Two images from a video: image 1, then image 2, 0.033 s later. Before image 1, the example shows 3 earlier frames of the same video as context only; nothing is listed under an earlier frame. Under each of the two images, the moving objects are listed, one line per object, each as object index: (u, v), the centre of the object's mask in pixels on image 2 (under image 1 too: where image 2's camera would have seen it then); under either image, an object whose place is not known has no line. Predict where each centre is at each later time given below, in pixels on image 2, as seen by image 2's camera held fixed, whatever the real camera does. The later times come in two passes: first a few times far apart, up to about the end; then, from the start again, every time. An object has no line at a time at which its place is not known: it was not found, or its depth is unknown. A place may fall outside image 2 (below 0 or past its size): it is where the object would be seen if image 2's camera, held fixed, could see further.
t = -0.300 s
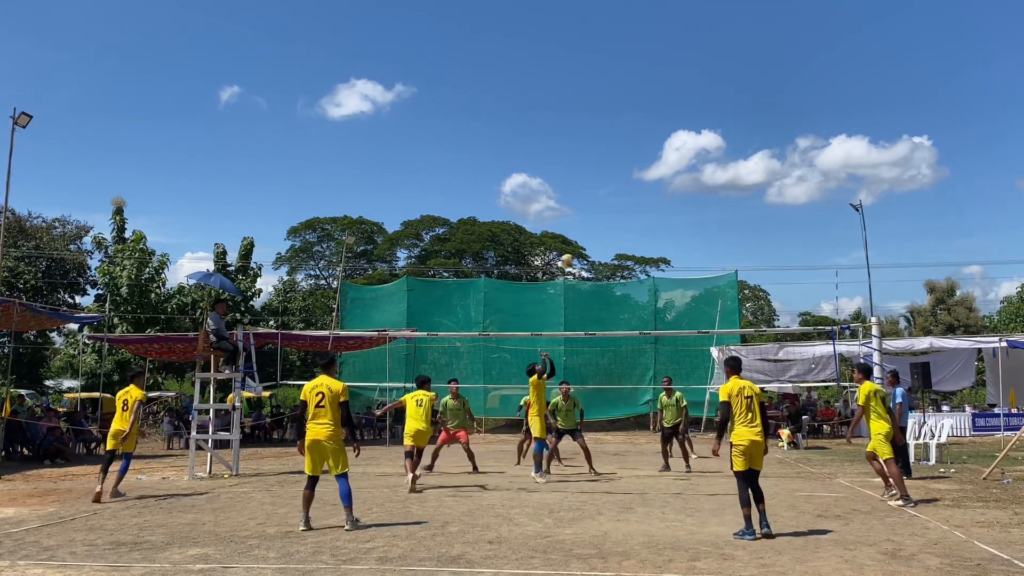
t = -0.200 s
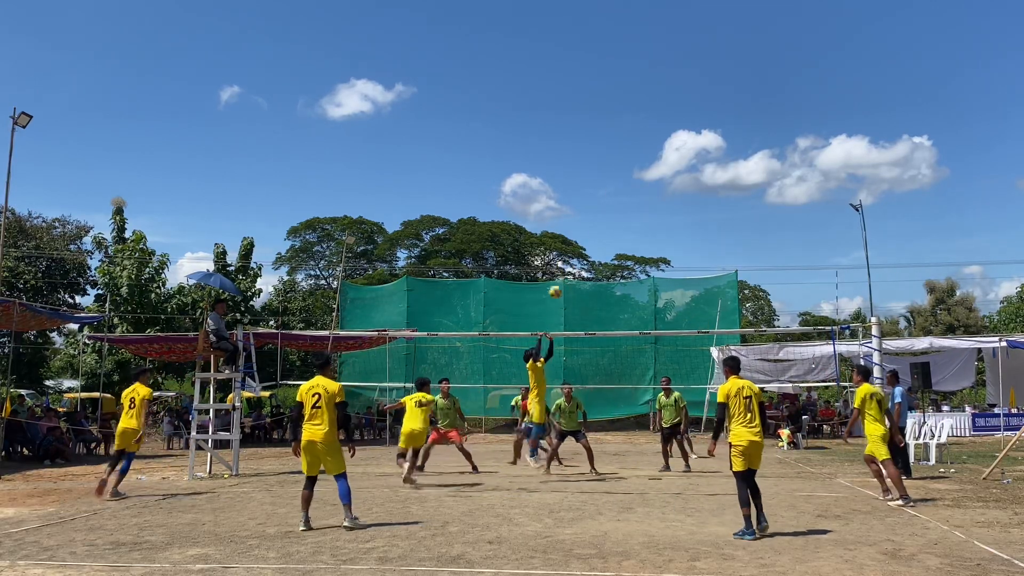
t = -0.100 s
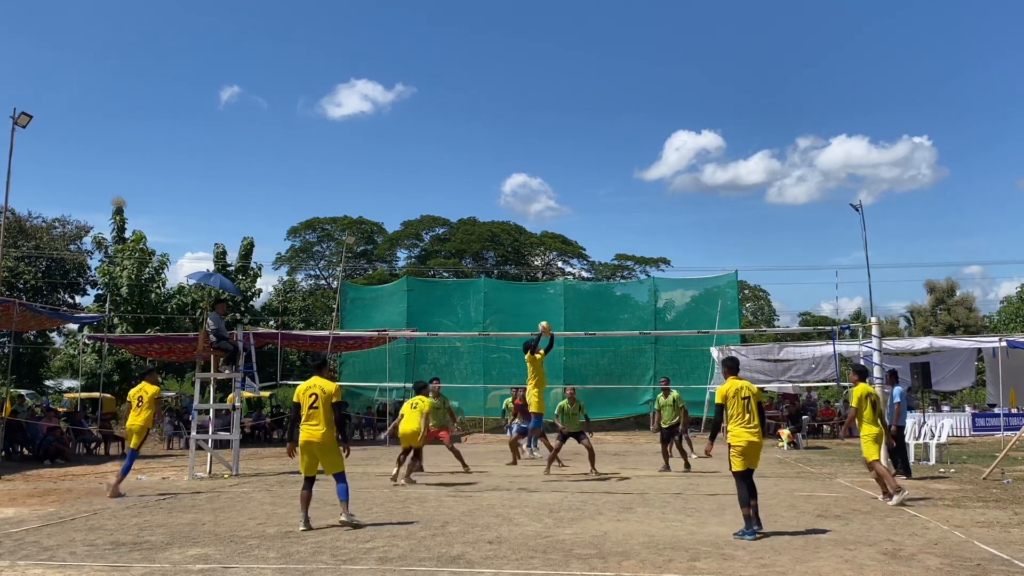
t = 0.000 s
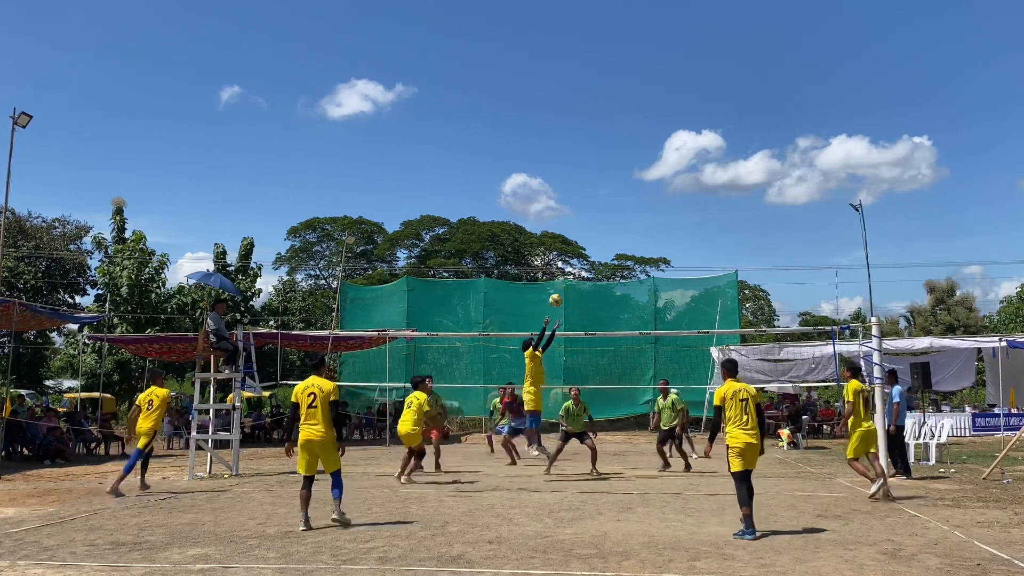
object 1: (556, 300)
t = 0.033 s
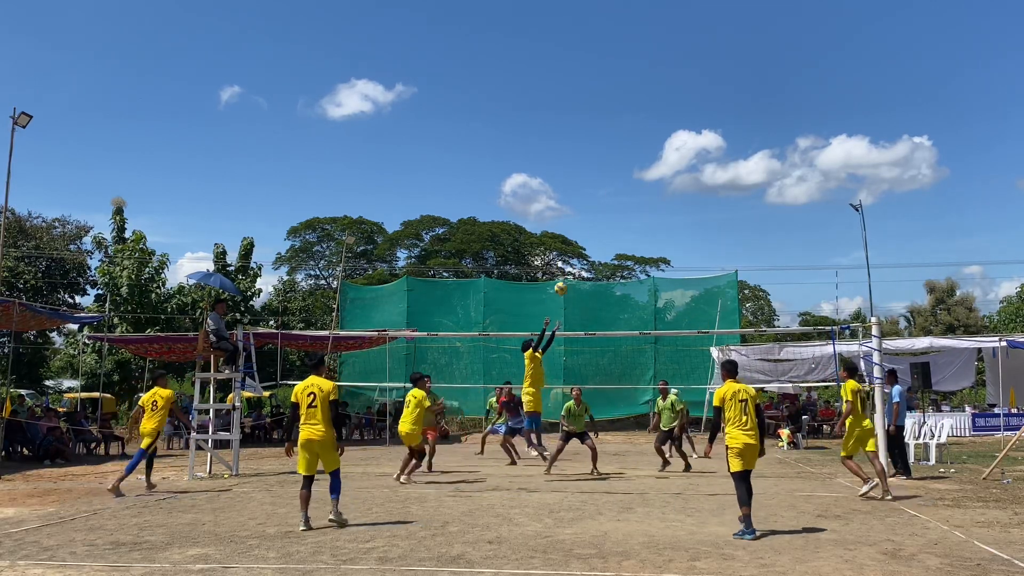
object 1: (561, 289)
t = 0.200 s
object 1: (587, 241)
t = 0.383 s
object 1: (615, 207)
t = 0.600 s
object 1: (649, 194)
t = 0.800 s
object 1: (680, 206)
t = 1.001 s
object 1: (711, 243)
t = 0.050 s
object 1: (563, 283)
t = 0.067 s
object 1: (566, 278)
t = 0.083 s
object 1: (568, 271)
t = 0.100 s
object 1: (571, 268)
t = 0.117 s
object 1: (574, 262)
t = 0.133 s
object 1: (576, 258)
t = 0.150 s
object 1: (579, 253)
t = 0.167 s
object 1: (581, 249)
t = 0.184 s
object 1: (584, 245)
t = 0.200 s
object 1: (587, 241)
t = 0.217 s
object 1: (589, 237)
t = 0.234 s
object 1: (592, 233)
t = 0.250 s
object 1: (594, 229)
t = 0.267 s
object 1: (597, 226)
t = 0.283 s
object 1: (600, 223)
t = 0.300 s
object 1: (602, 220)
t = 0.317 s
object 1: (605, 217)
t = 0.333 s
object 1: (607, 214)
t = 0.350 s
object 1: (610, 212)
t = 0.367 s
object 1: (613, 209)
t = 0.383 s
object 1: (615, 207)
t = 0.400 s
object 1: (618, 205)
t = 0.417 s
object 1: (620, 203)
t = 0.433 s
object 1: (623, 201)
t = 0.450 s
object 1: (625, 200)
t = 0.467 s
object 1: (628, 199)
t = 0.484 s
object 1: (631, 198)
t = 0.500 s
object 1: (633, 196)
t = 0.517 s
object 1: (636, 196)
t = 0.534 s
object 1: (638, 195)
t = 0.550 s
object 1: (641, 194)
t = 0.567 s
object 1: (644, 194)
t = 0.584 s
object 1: (646, 194)
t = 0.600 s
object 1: (649, 194)
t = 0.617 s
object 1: (651, 194)
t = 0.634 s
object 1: (654, 194)
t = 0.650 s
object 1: (656, 195)
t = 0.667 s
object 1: (659, 195)
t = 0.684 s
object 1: (662, 196)
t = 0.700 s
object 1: (664, 197)
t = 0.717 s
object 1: (667, 198)
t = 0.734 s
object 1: (670, 200)
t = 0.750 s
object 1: (672, 201)
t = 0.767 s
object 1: (675, 203)
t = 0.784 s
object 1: (677, 205)
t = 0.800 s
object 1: (680, 206)
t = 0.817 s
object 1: (683, 209)
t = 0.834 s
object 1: (685, 211)
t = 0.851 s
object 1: (688, 213)
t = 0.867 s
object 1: (690, 216)
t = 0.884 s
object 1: (693, 219)
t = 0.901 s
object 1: (696, 222)
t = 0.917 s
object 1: (698, 225)
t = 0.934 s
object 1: (701, 228)
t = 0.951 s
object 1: (704, 232)
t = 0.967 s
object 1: (706, 235)
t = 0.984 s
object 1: (709, 239)
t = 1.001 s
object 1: (711, 243)
